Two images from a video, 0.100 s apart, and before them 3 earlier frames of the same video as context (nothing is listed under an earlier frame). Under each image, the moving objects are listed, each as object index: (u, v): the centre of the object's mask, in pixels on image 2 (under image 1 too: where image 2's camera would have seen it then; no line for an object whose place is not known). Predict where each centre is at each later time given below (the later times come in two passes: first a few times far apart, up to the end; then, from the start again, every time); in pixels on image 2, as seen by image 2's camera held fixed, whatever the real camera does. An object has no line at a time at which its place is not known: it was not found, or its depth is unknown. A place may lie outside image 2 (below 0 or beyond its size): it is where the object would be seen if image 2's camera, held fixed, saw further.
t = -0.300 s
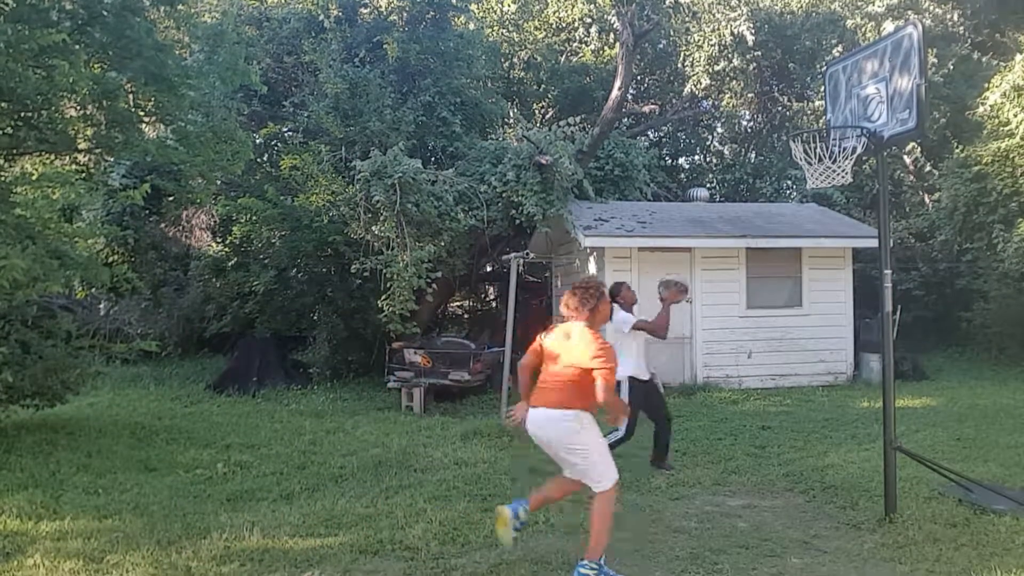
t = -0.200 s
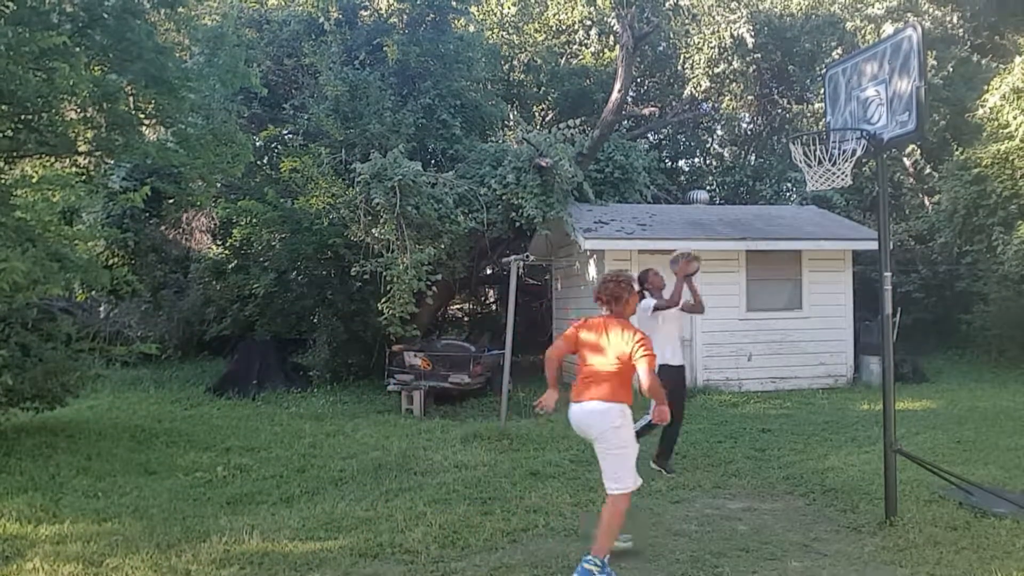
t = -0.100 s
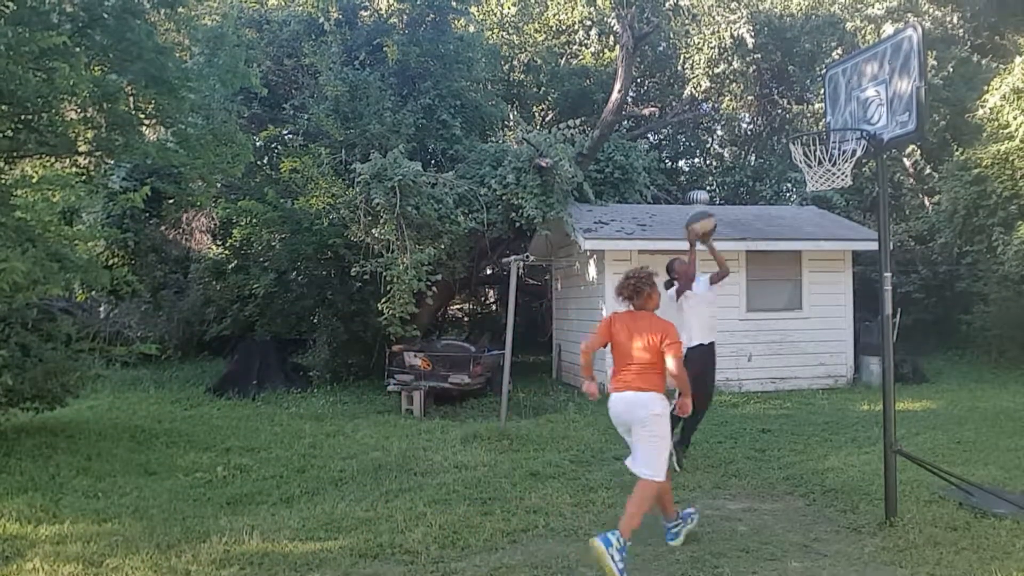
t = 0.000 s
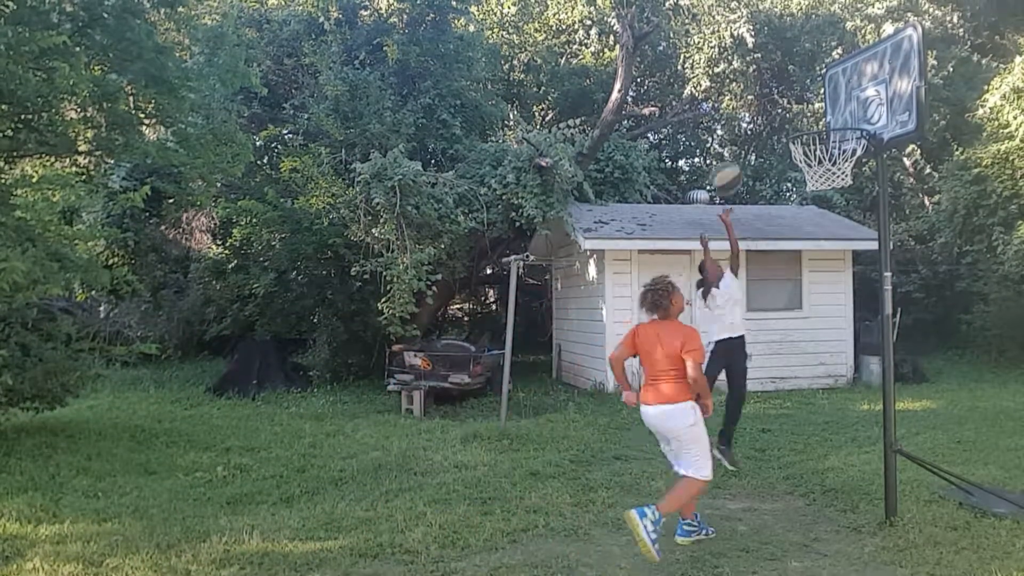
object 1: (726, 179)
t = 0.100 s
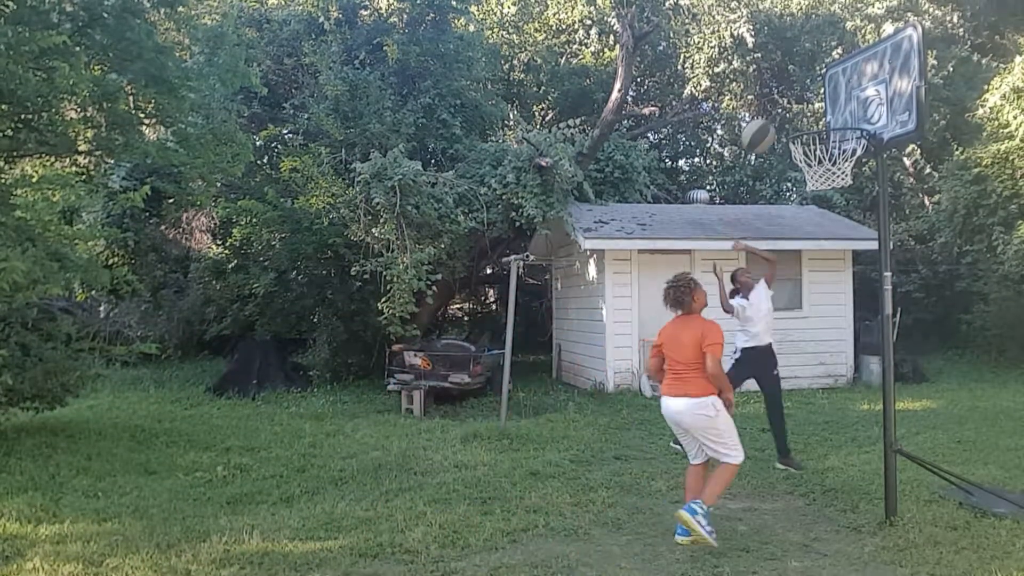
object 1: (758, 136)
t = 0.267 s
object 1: (818, 93)
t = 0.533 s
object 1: (862, 107)
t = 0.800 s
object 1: (872, 96)
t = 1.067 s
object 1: (887, 215)
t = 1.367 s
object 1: (905, 525)
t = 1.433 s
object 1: (907, 560)
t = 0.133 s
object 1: (768, 124)
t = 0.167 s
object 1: (780, 114)
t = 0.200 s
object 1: (791, 105)
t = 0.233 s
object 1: (804, 99)
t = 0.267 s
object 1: (818, 93)
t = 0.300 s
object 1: (830, 87)
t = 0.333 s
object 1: (833, 85)
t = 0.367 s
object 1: (838, 85)
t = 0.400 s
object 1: (842, 86)
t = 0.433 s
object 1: (846, 91)
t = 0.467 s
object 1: (851, 96)
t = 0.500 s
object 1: (857, 102)
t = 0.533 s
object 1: (862, 107)
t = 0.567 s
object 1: (863, 102)
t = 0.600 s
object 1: (865, 96)
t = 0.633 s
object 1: (866, 91)
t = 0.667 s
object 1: (866, 88)
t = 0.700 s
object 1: (867, 87)
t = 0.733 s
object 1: (868, 87)
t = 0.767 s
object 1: (871, 90)
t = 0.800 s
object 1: (872, 96)
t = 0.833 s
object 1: (875, 104)
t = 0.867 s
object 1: (876, 113)
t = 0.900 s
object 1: (878, 124)
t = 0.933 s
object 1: (881, 139)
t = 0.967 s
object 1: (882, 153)
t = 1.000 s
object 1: (883, 171)
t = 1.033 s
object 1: (885, 192)
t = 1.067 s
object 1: (887, 215)
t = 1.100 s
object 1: (889, 242)
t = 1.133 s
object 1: (892, 269)
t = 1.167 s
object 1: (894, 296)
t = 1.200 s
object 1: (896, 328)
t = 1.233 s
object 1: (899, 363)
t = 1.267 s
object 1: (900, 400)
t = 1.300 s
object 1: (901, 437)
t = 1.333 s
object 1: (904, 481)
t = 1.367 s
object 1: (905, 525)
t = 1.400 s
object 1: (905, 560)
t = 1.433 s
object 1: (907, 560)
